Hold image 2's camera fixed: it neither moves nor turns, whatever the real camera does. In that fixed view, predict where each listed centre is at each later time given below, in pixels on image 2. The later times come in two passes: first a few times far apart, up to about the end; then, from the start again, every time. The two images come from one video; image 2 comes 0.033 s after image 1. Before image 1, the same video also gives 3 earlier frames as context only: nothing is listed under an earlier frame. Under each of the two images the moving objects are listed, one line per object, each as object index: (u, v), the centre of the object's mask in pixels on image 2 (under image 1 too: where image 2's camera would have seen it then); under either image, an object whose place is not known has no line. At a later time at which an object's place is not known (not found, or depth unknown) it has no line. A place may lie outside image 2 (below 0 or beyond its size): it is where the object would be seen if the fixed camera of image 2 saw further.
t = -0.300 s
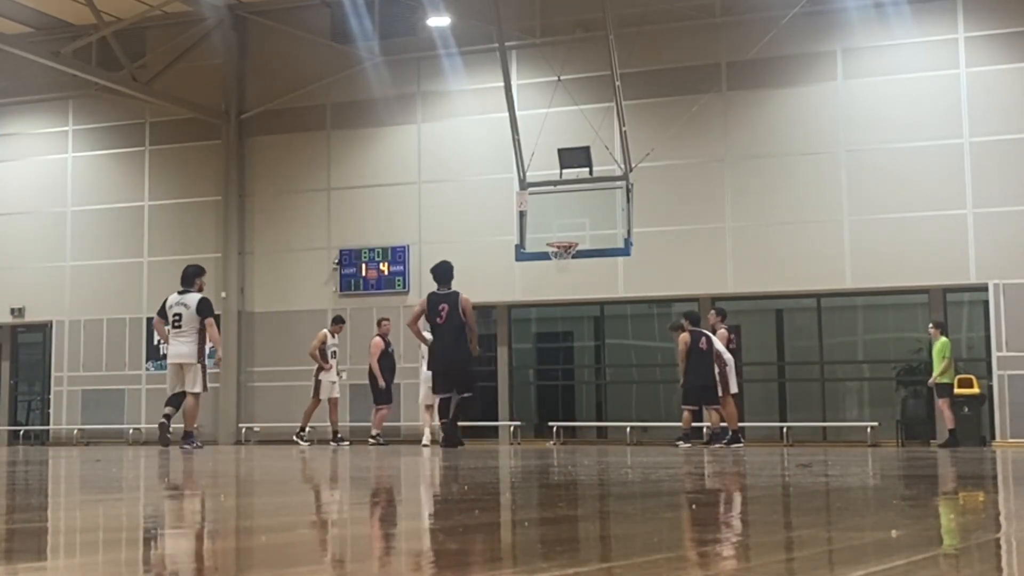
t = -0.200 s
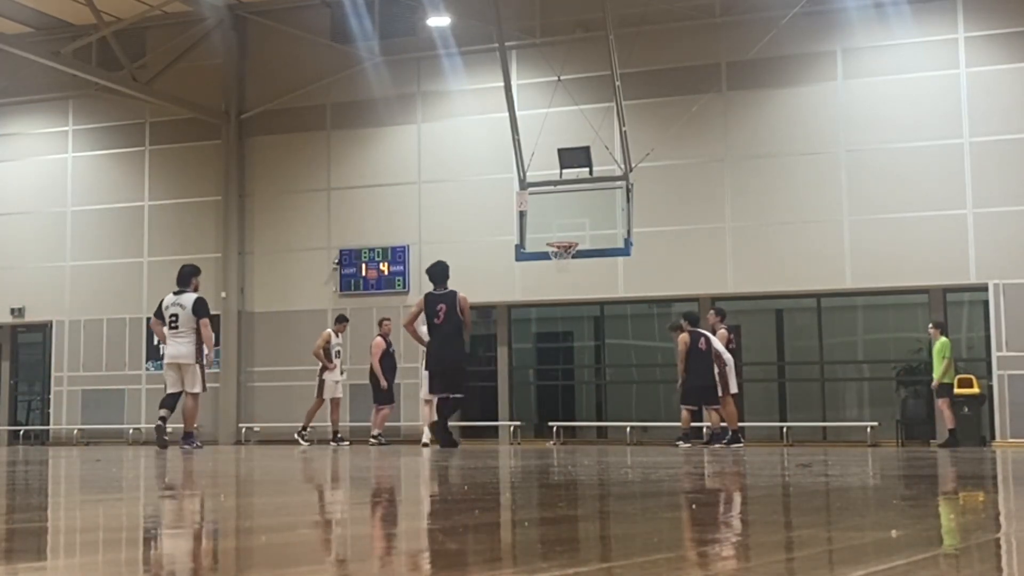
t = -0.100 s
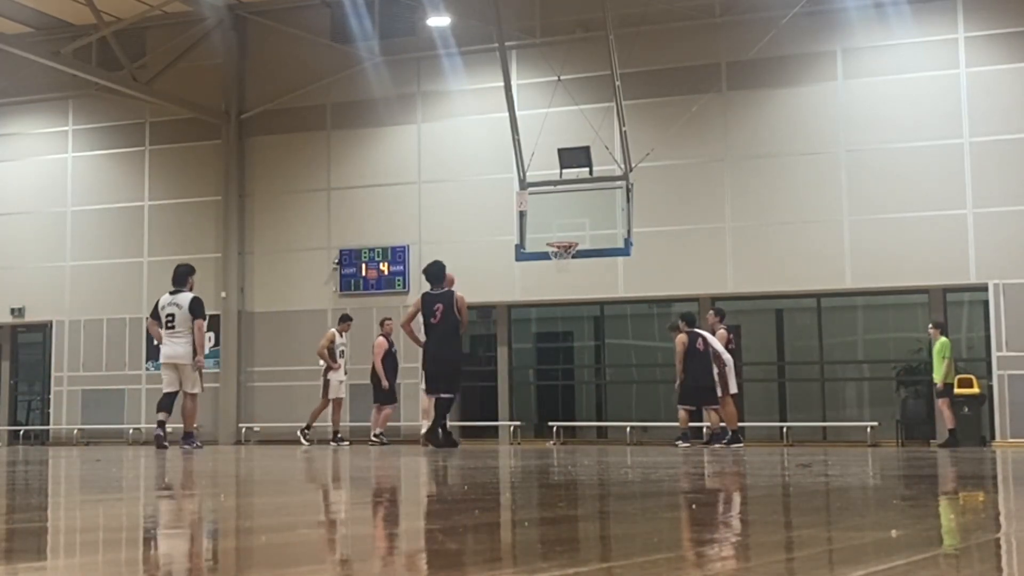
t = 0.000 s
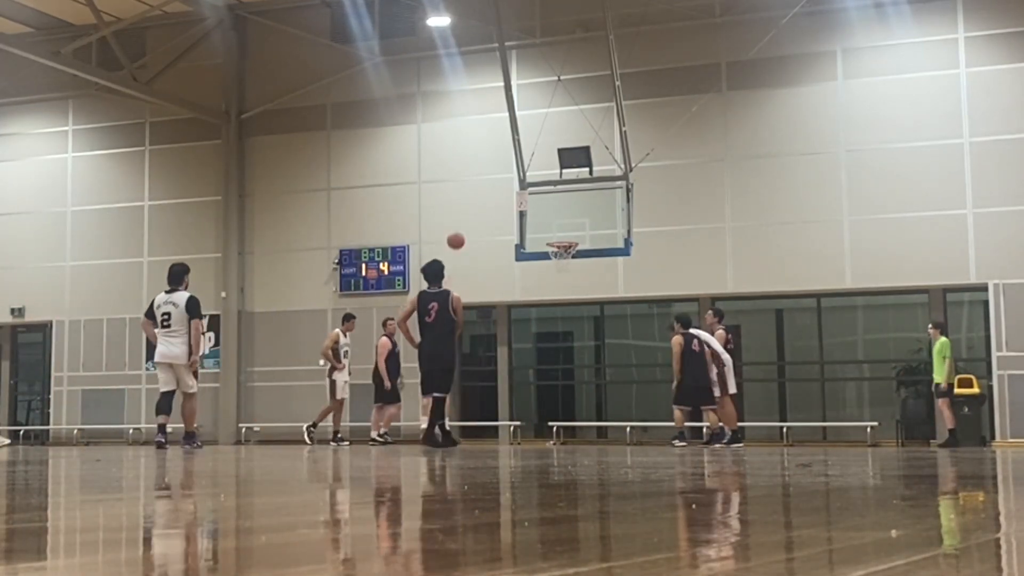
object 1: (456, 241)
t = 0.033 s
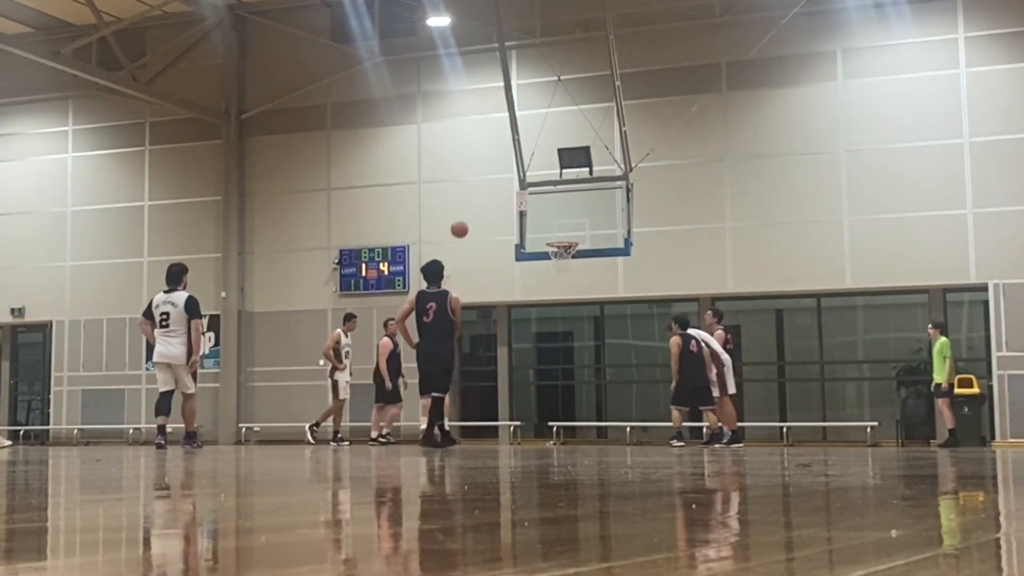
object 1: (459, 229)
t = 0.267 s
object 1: (484, 174)
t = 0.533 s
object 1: (509, 159)
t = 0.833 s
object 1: (538, 197)
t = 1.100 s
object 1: (567, 251)
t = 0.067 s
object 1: (463, 219)
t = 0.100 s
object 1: (466, 209)
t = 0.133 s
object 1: (470, 200)
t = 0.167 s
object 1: (474, 192)
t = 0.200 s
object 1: (477, 185)
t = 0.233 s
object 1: (480, 179)
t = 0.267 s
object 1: (484, 174)
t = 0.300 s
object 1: (487, 169)
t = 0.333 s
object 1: (490, 165)
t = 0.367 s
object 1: (493, 162)
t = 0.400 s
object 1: (497, 160)
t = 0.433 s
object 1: (500, 159)
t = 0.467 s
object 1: (503, 158)
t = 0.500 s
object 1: (506, 158)
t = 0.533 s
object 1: (509, 159)
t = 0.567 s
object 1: (512, 160)
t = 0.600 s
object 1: (516, 162)
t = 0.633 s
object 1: (519, 166)
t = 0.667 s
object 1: (523, 168)
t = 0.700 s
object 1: (526, 173)
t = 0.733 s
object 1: (528, 179)
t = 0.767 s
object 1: (531, 183)
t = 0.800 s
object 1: (535, 190)
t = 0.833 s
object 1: (538, 197)
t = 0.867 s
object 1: (541, 204)
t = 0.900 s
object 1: (544, 212)
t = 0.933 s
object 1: (547, 222)
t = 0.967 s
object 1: (550, 231)
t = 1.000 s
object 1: (554, 241)
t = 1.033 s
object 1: (558, 244)
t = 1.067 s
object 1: (564, 249)
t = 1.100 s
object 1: (567, 251)
